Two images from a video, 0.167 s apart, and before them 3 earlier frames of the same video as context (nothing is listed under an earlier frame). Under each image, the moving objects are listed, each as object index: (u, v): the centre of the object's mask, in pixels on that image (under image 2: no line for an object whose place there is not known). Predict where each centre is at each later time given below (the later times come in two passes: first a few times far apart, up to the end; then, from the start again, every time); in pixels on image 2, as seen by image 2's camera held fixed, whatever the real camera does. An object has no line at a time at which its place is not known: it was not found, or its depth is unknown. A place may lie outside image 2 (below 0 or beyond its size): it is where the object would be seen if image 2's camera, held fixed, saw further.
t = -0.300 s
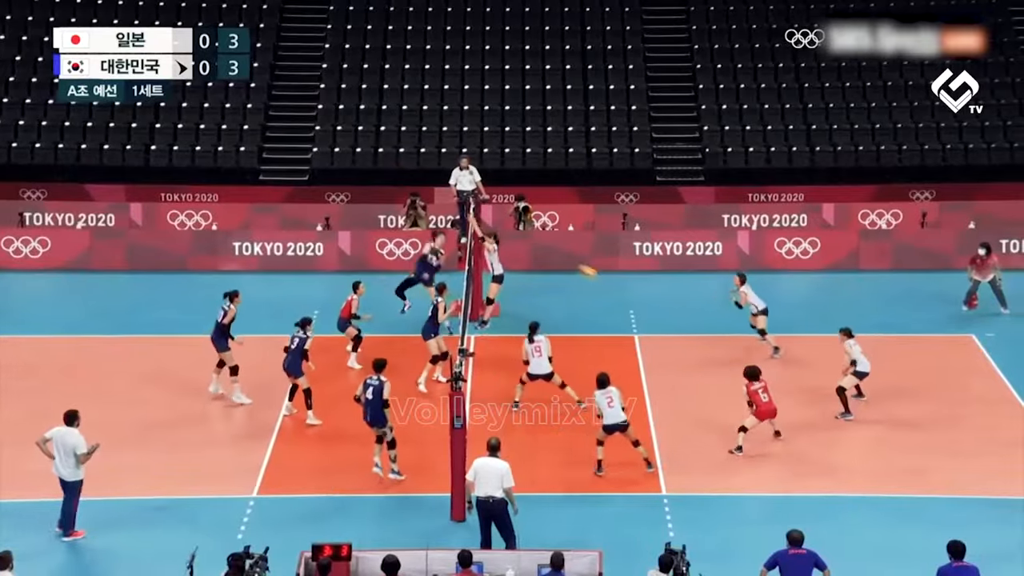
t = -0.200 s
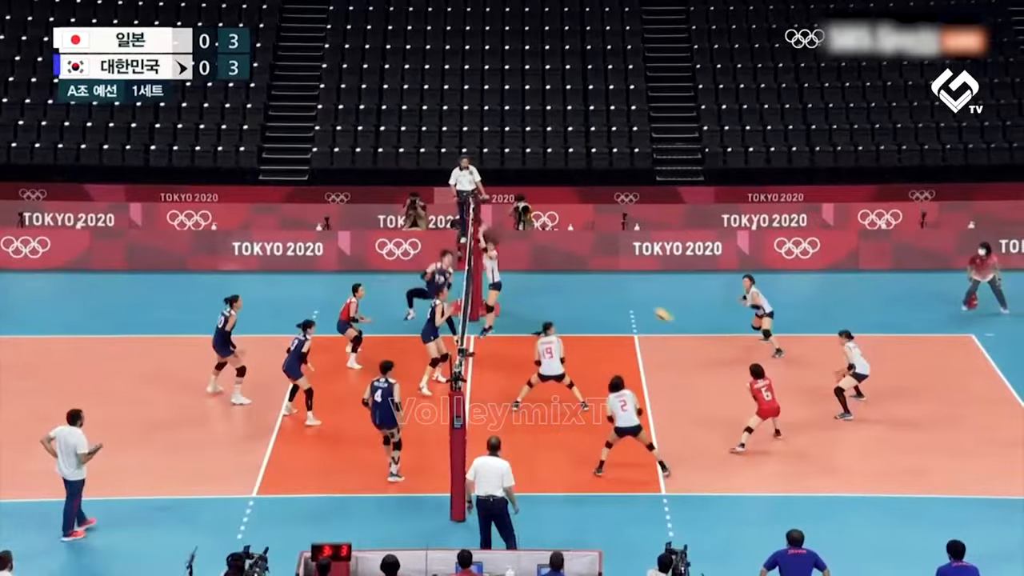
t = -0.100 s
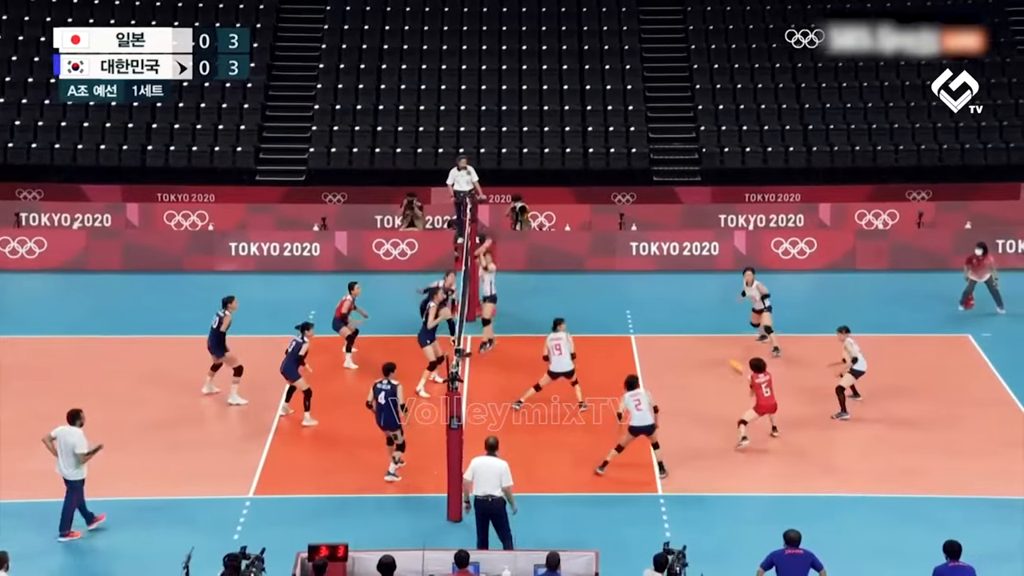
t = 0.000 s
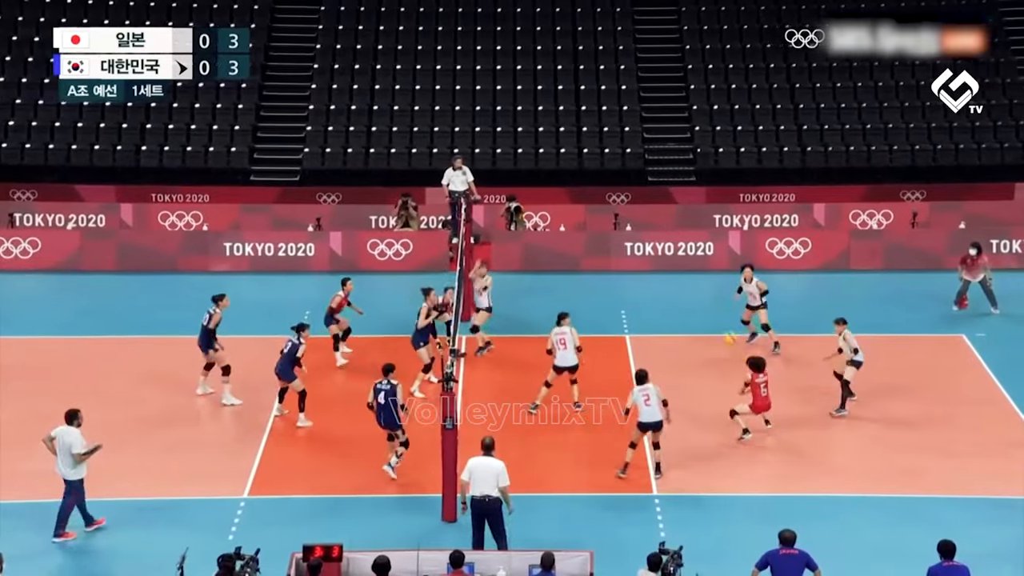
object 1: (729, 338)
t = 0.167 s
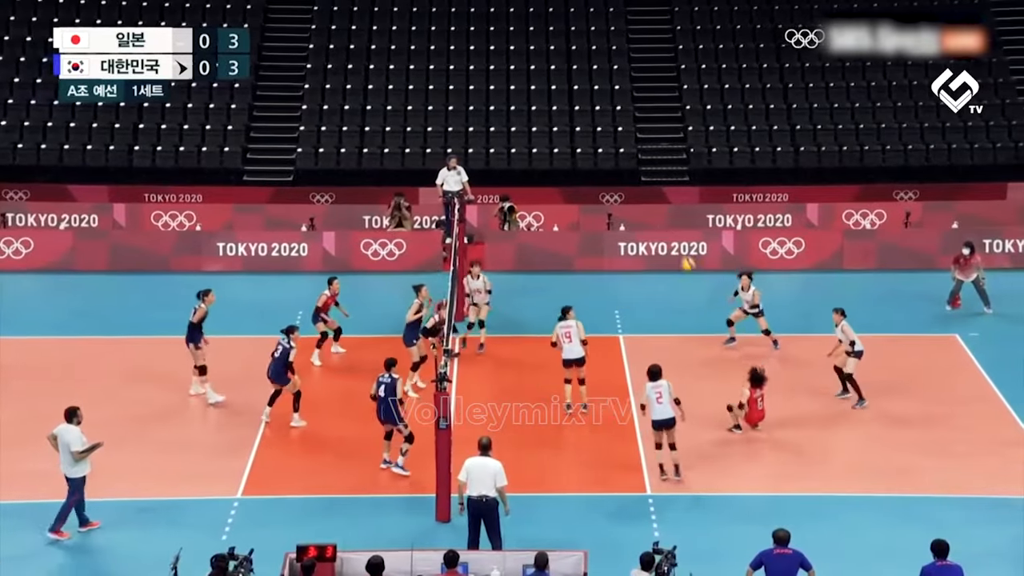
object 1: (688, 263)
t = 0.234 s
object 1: (674, 238)
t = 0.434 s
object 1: (633, 180)
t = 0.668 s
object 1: (587, 141)
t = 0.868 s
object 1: (550, 134)
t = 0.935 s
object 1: (538, 137)
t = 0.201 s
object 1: (681, 251)
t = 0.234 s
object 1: (674, 238)
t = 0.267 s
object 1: (666, 227)
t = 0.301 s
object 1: (659, 216)
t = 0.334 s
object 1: (652, 206)
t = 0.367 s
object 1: (646, 197)
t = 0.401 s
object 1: (639, 188)
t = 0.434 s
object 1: (633, 180)
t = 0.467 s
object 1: (626, 172)
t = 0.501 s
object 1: (619, 166)
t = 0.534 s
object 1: (613, 160)
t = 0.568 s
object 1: (606, 154)
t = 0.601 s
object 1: (600, 149)
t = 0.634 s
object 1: (594, 145)
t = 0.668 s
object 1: (587, 141)
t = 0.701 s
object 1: (581, 138)
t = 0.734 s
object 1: (575, 136)
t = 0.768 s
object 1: (569, 135)
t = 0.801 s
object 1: (562, 134)
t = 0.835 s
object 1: (556, 134)
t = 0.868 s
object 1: (550, 134)
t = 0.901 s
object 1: (544, 135)
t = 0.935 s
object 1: (538, 137)
